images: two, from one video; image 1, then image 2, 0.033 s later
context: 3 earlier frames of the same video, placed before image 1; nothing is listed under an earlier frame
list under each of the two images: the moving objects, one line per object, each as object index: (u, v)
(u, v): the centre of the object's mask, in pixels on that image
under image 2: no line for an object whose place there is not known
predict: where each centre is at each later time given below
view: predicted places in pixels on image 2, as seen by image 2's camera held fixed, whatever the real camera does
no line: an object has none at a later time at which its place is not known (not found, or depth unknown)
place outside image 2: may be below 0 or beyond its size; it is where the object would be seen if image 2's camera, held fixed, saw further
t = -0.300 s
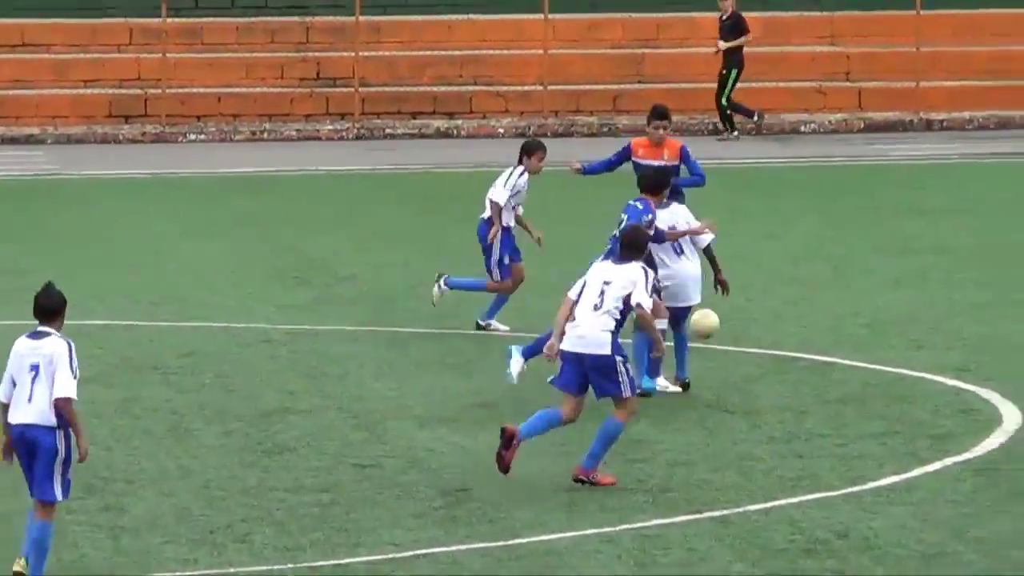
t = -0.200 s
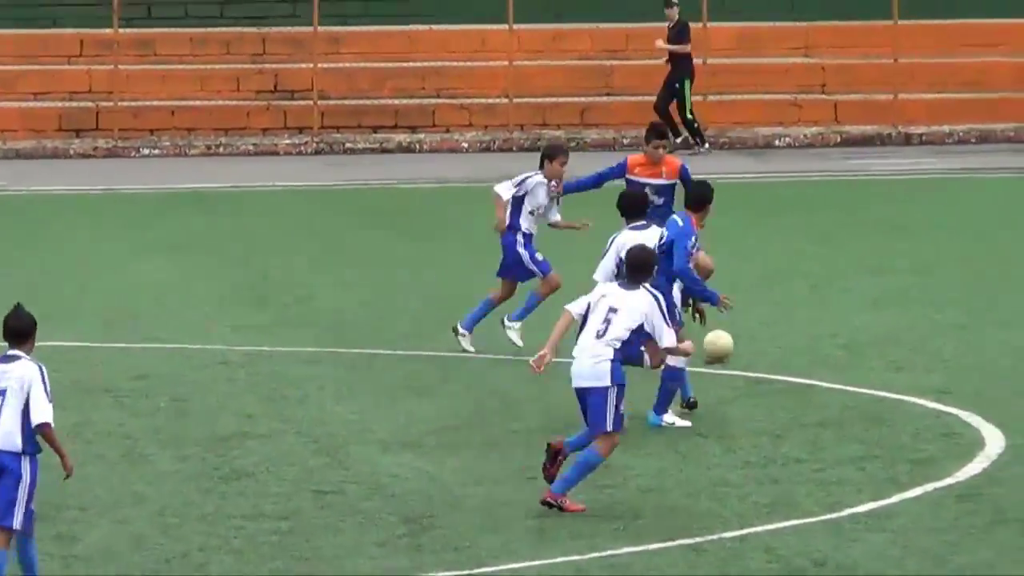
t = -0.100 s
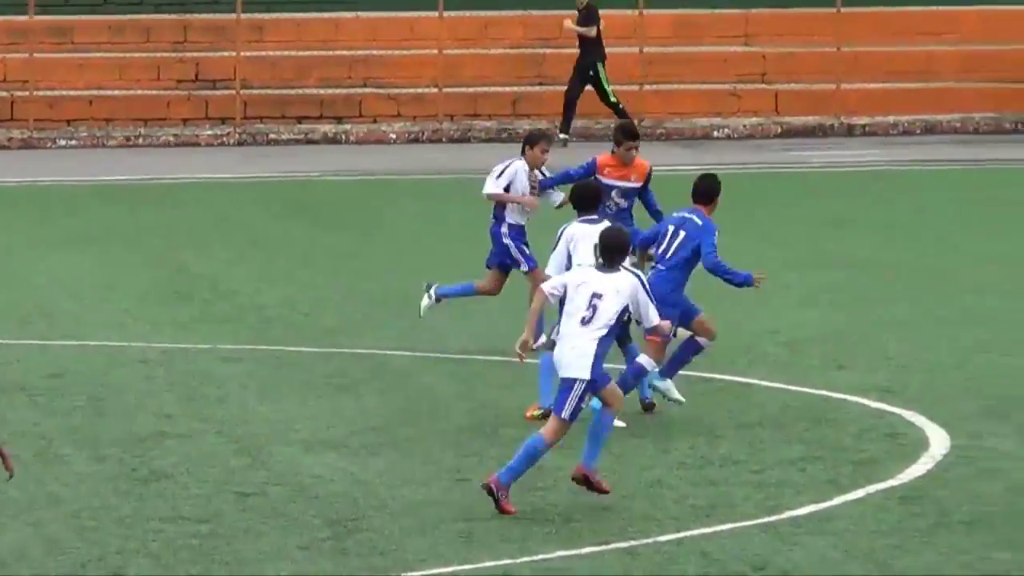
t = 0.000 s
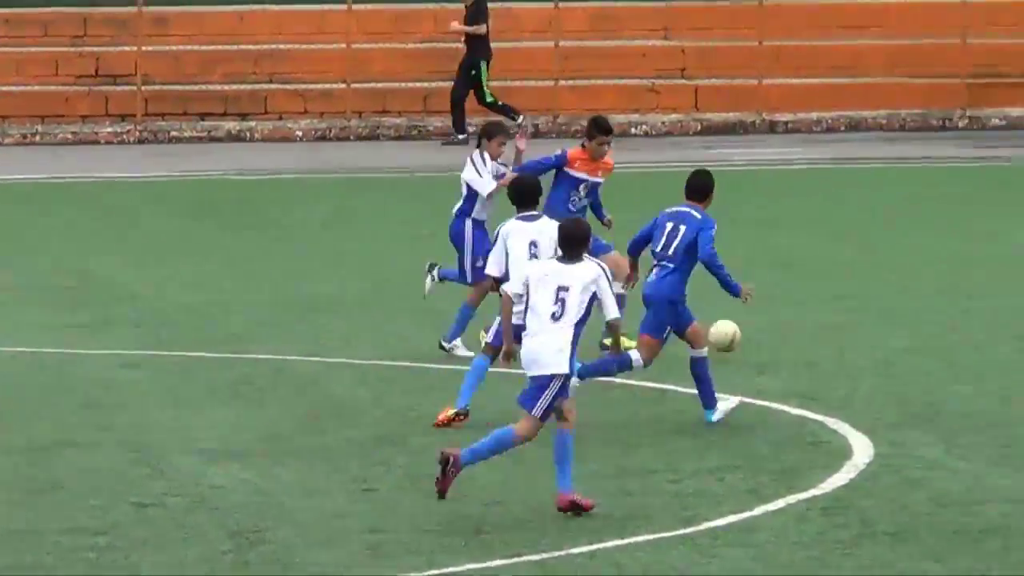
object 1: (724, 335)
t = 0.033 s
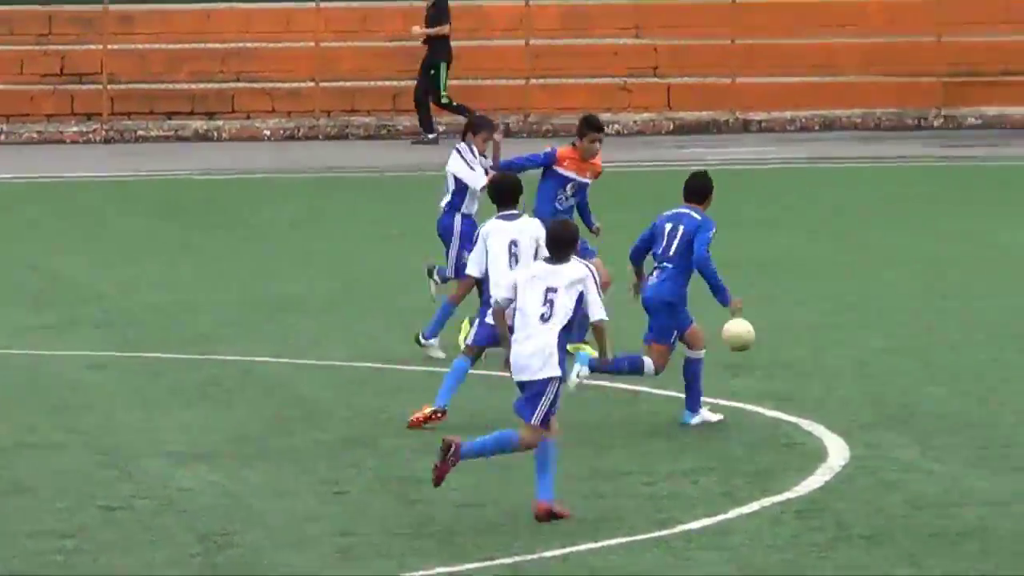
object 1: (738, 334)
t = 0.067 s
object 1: (779, 333)
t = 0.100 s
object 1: (819, 336)
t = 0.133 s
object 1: (861, 339)
